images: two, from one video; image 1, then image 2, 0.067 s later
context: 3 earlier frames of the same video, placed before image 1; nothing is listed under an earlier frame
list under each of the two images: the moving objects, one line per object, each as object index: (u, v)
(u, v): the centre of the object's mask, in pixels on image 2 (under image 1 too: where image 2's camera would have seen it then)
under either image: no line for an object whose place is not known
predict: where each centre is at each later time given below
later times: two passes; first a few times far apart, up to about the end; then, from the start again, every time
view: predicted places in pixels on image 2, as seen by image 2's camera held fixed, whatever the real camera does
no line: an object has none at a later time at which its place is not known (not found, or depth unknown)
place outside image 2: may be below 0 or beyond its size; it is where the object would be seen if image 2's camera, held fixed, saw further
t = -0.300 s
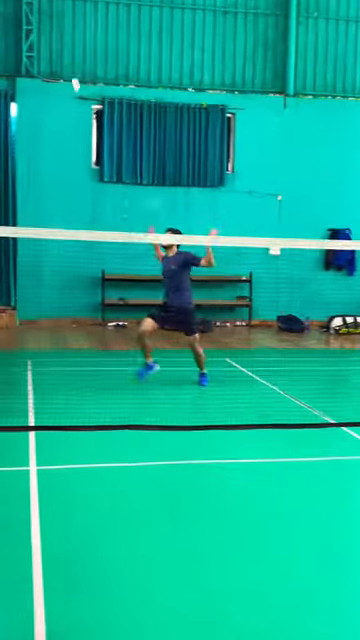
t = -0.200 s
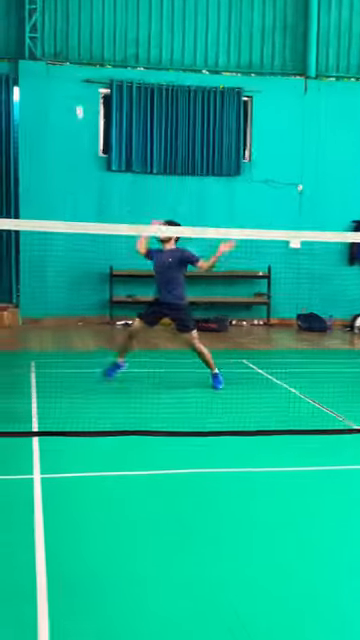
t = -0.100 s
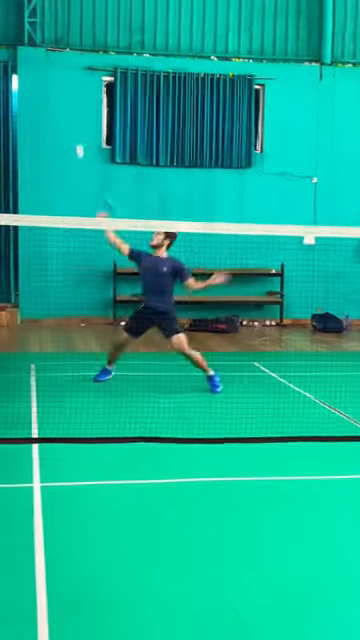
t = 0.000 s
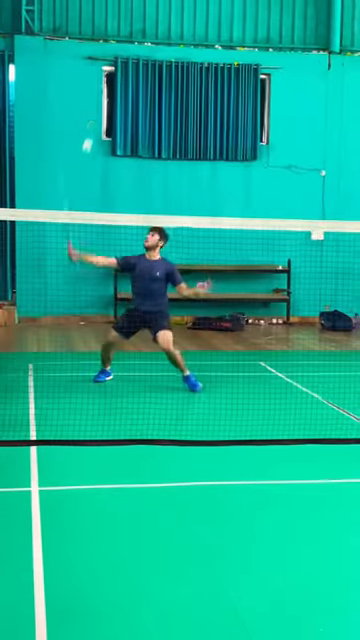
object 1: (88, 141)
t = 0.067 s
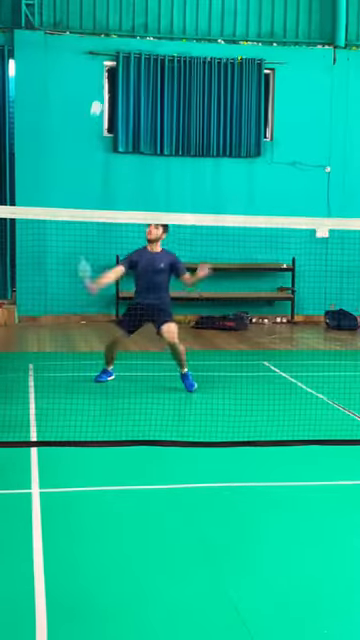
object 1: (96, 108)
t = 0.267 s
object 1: (125, 39)
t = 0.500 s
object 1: (171, 55)
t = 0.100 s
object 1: (100, 94)
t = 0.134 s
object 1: (105, 79)
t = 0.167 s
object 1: (109, 68)
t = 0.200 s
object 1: (114, 58)
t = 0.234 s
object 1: (119, 47)
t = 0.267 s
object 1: (125, 39)
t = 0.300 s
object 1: (130, 33)
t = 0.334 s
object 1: (136, 29)
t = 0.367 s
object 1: (142, 27)
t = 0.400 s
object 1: (149, 28)
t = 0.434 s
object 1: (155, 33)
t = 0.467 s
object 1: (163, 42)
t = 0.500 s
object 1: (171, 55)
